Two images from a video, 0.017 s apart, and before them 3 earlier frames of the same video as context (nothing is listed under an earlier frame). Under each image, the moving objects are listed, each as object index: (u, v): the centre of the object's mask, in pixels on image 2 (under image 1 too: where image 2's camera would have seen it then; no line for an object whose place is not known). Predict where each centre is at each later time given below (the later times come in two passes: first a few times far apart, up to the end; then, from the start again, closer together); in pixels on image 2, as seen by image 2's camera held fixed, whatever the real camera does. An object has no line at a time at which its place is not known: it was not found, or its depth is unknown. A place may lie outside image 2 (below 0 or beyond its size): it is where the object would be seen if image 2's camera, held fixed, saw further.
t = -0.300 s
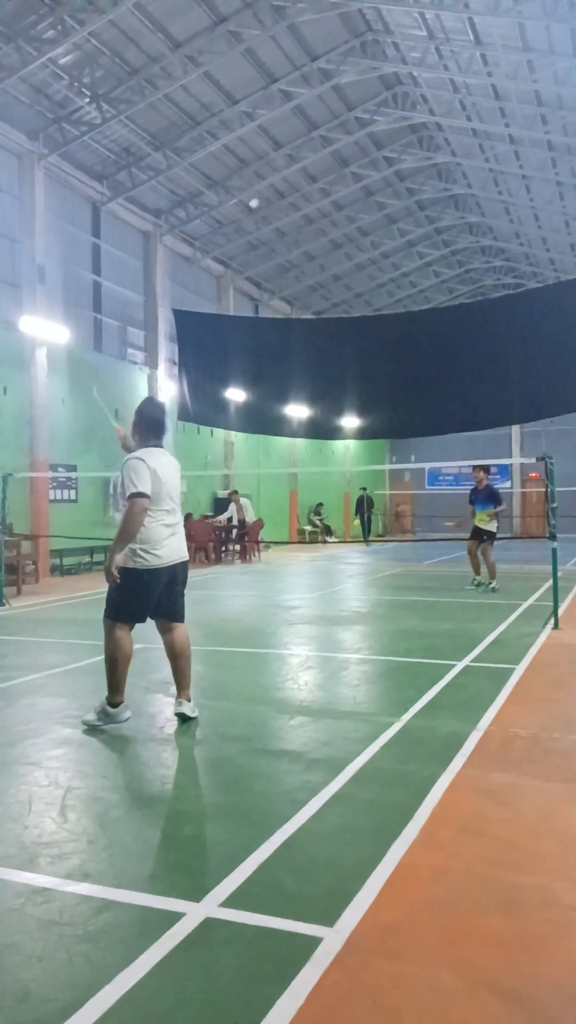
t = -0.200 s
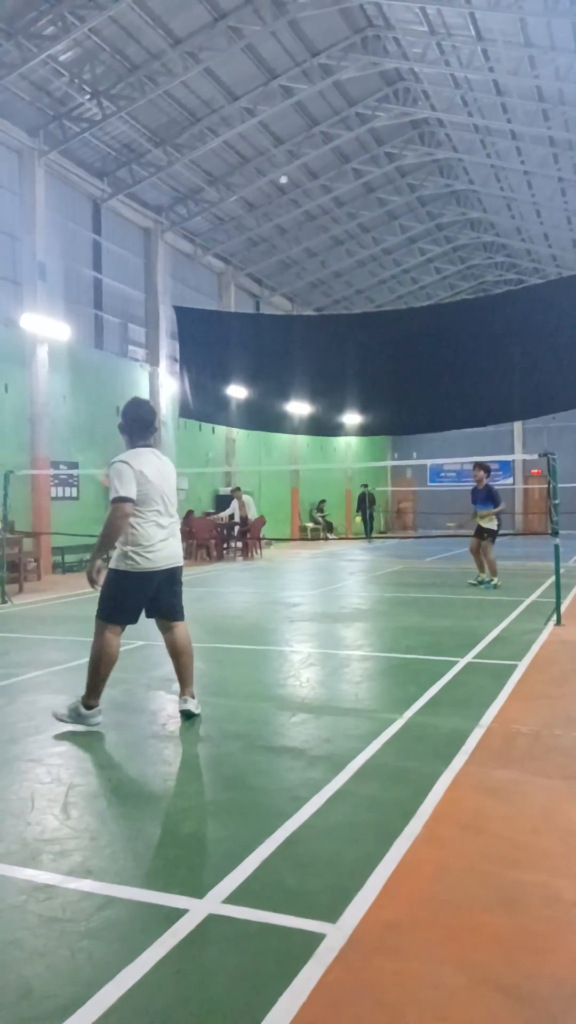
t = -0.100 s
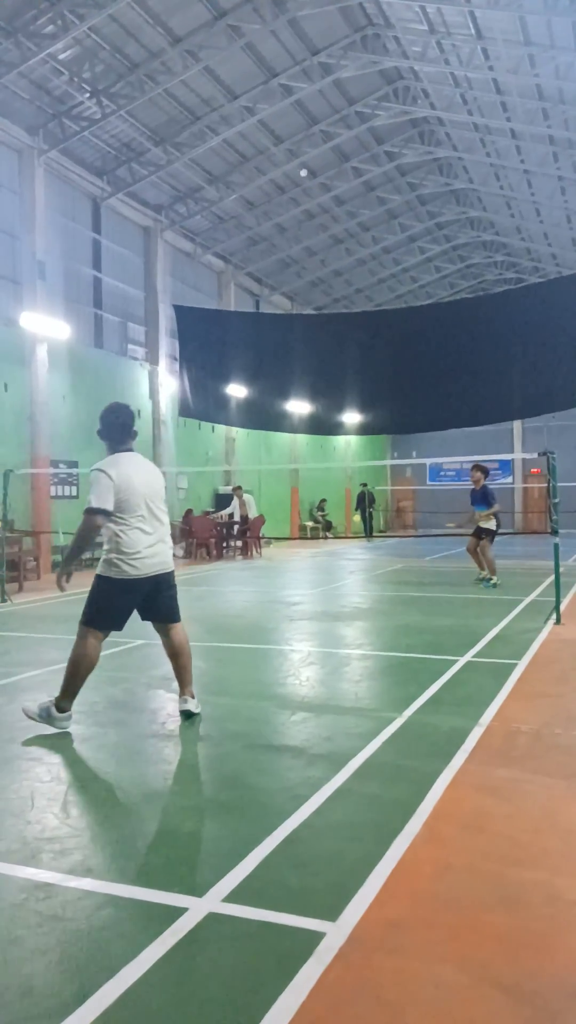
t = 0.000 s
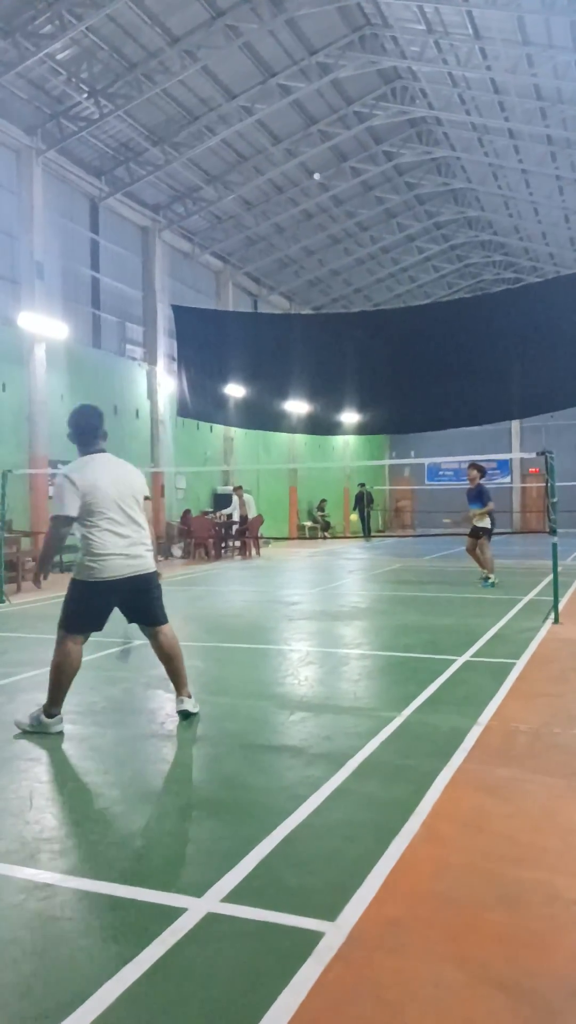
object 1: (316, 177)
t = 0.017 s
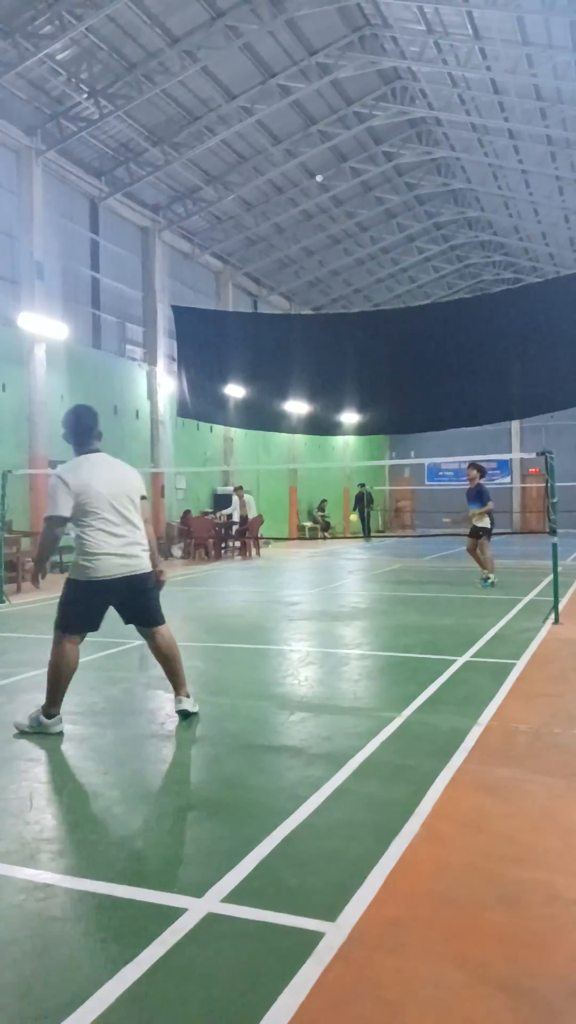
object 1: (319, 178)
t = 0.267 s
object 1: (347, 216)
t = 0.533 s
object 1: (368, 285)
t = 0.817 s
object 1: (383, 377)
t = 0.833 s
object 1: (384, 382)
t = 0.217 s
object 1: (342, 205)
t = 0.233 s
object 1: (344, 209)
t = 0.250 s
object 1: (345, 212)
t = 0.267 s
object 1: (347, 216)
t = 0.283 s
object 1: (349, 219)
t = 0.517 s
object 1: (367, 279)
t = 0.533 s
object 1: (368, 285)
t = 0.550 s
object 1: (369, 290)
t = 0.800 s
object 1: (382, 371)
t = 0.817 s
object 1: (383, 377)
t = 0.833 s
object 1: (384, 382)
